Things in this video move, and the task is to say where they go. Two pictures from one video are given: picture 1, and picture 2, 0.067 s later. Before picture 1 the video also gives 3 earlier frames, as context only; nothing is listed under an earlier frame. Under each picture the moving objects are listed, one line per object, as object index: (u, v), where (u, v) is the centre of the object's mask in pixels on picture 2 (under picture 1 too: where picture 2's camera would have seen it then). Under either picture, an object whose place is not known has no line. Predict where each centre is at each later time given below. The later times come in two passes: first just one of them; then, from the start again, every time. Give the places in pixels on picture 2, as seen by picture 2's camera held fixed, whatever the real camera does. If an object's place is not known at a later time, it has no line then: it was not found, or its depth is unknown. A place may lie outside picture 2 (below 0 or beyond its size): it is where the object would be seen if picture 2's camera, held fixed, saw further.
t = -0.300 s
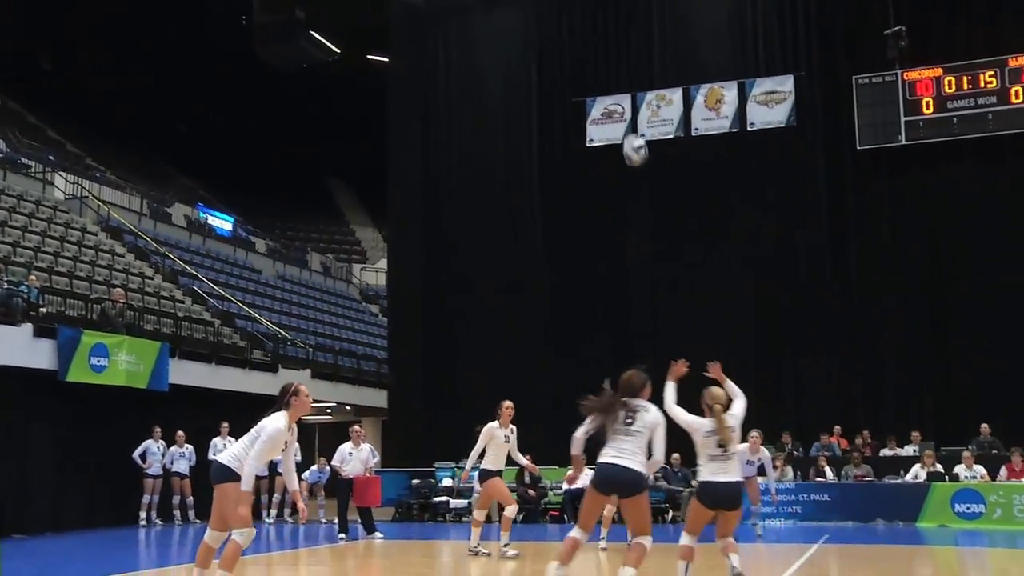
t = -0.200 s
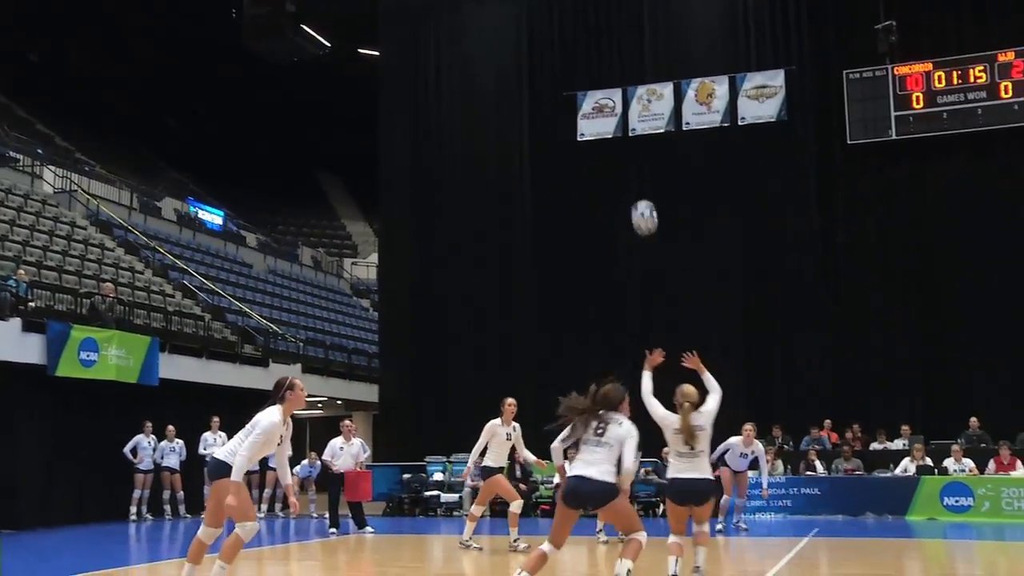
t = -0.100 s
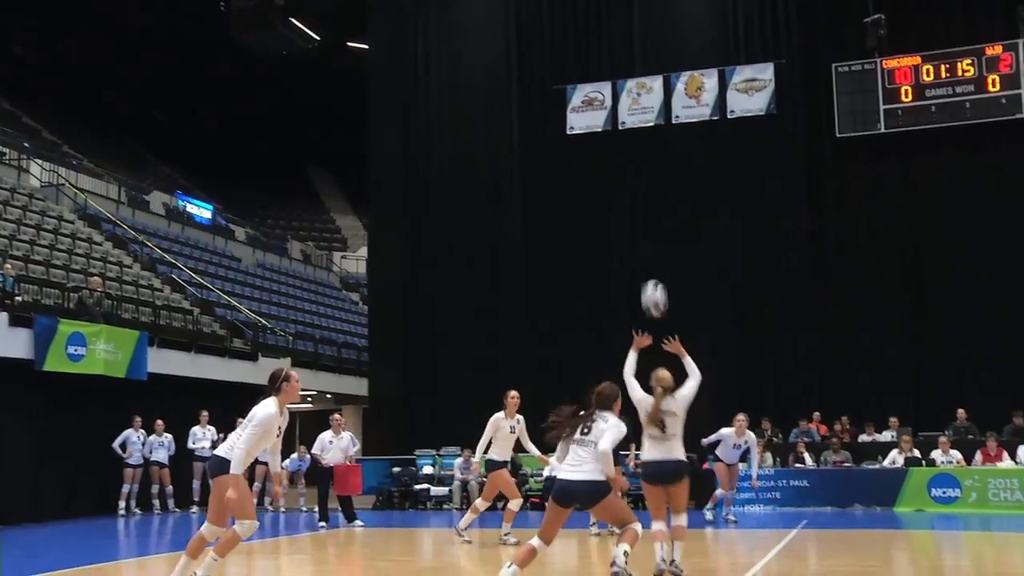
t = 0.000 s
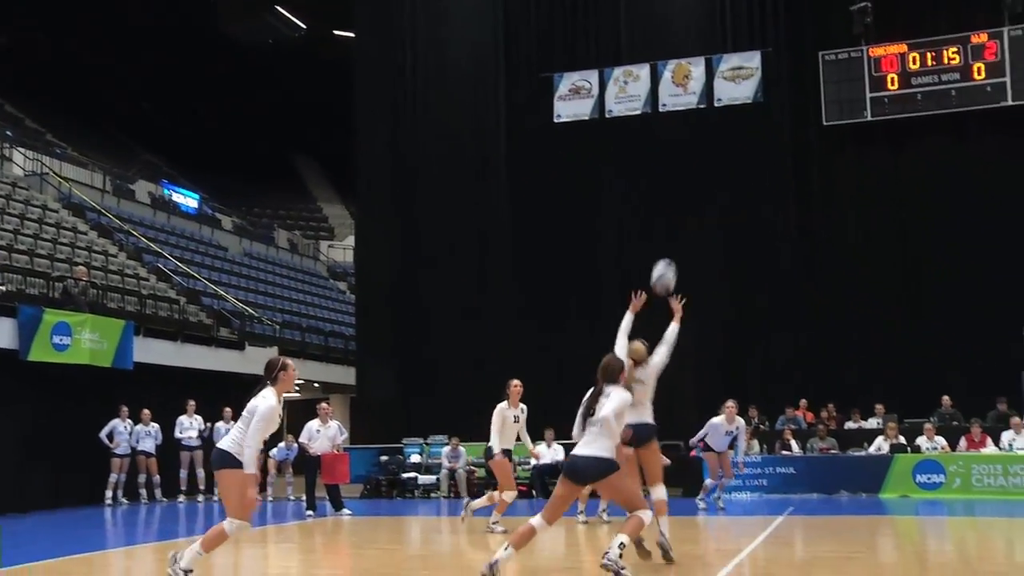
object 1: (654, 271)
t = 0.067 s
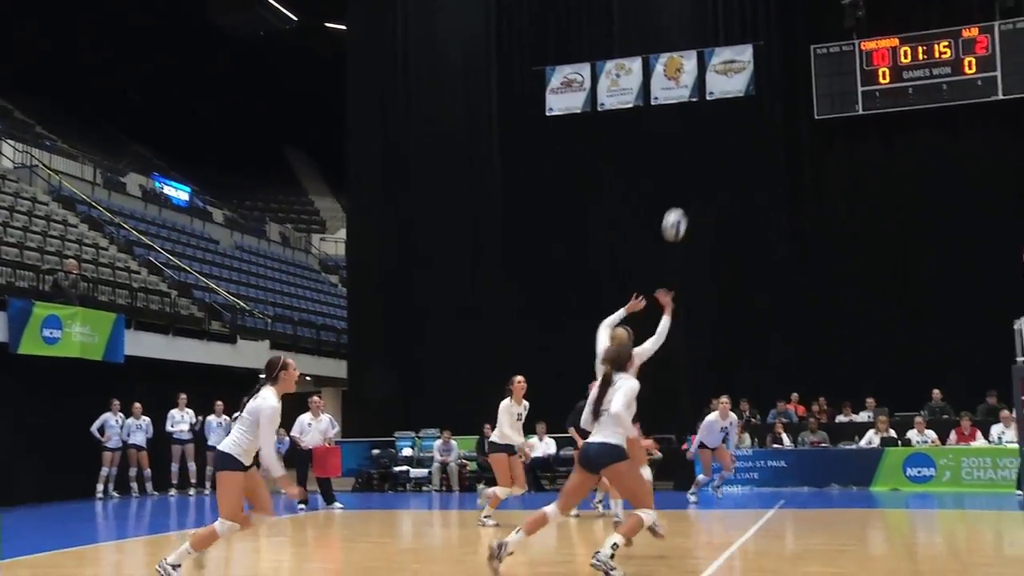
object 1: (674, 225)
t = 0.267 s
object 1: (726, 132)
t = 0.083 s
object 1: (679, 214)
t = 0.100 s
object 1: (683, 205)
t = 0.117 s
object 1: (688, 196)
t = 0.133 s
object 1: (692, 187)
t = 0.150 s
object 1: (697, 179)
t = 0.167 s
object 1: (702, 171)
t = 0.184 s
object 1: (706, 163)
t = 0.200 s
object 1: (710, 156)
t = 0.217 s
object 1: (714, 149)
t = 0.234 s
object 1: (718, 143)
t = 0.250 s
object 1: (722, 137)
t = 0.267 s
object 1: (726, 132)
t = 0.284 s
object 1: (730, 127)
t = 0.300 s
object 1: (734, 122)
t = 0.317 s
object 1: (738, 117)
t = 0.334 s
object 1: (742, 113)
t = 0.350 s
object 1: (746, 110)
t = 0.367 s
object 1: (750, 106)
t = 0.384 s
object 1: (754, 103)
